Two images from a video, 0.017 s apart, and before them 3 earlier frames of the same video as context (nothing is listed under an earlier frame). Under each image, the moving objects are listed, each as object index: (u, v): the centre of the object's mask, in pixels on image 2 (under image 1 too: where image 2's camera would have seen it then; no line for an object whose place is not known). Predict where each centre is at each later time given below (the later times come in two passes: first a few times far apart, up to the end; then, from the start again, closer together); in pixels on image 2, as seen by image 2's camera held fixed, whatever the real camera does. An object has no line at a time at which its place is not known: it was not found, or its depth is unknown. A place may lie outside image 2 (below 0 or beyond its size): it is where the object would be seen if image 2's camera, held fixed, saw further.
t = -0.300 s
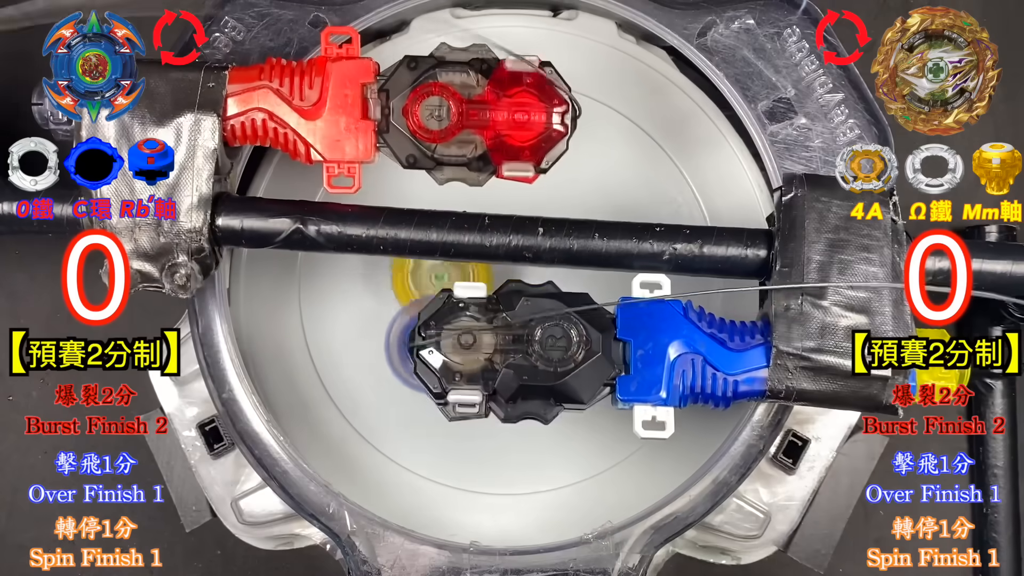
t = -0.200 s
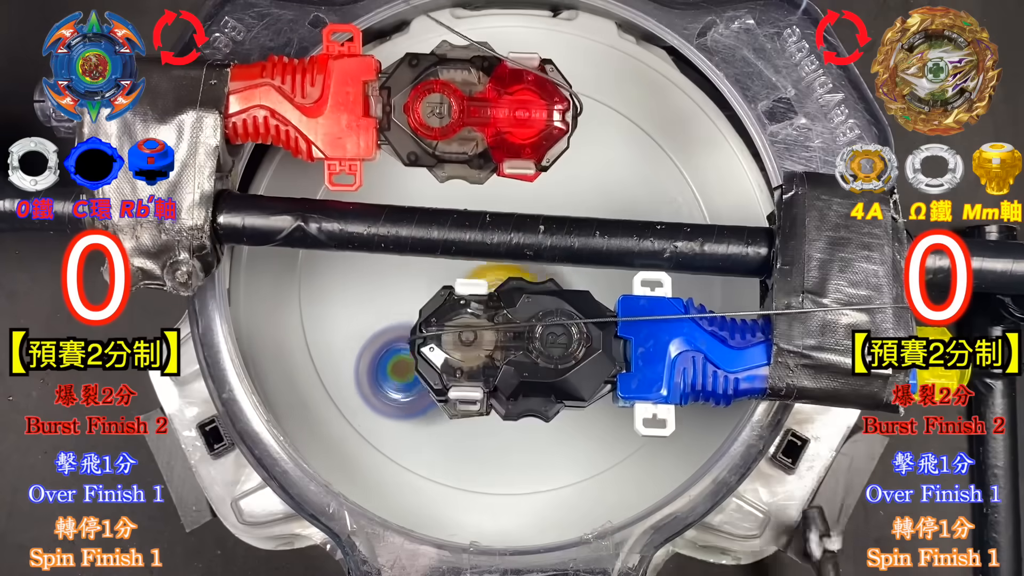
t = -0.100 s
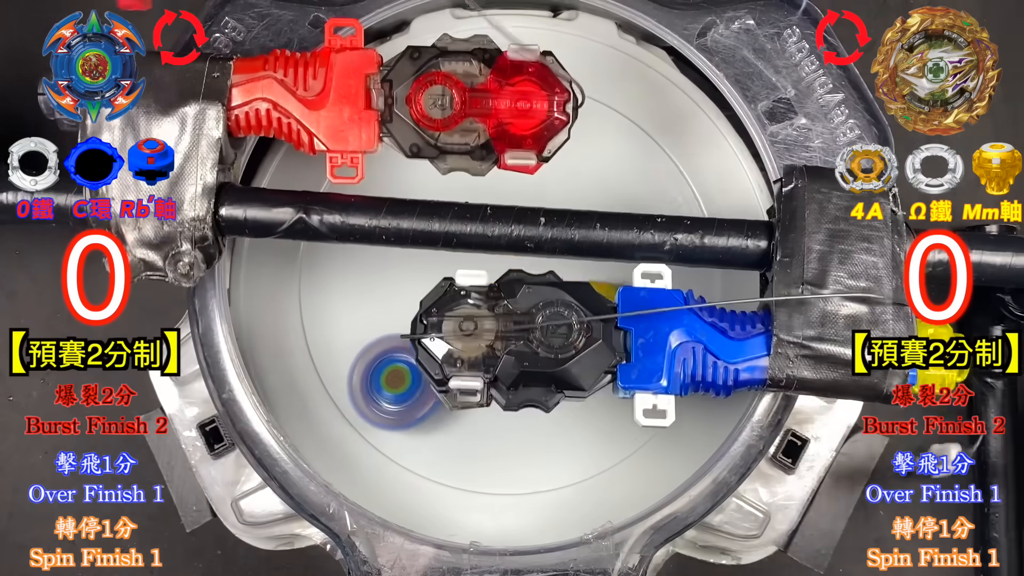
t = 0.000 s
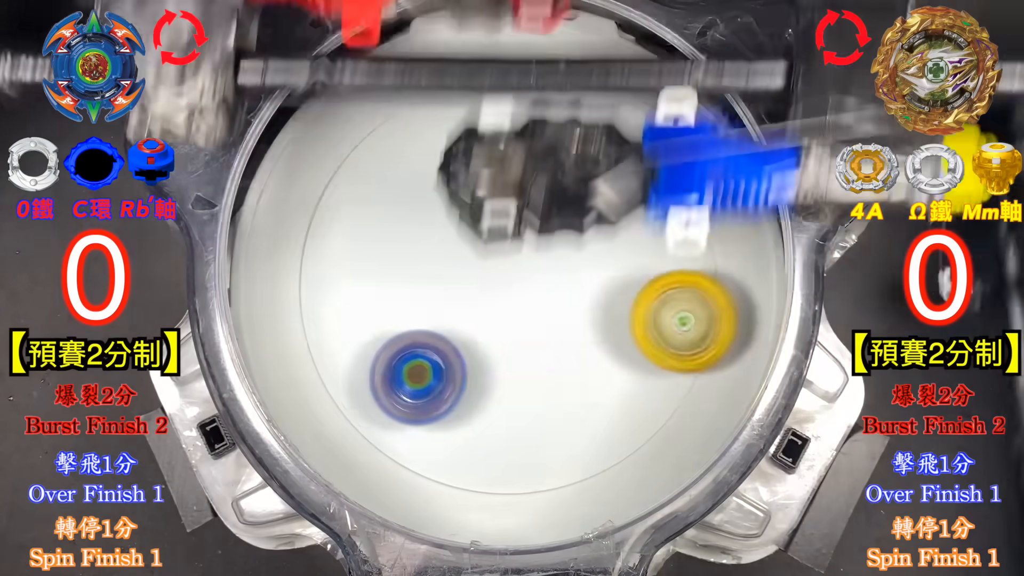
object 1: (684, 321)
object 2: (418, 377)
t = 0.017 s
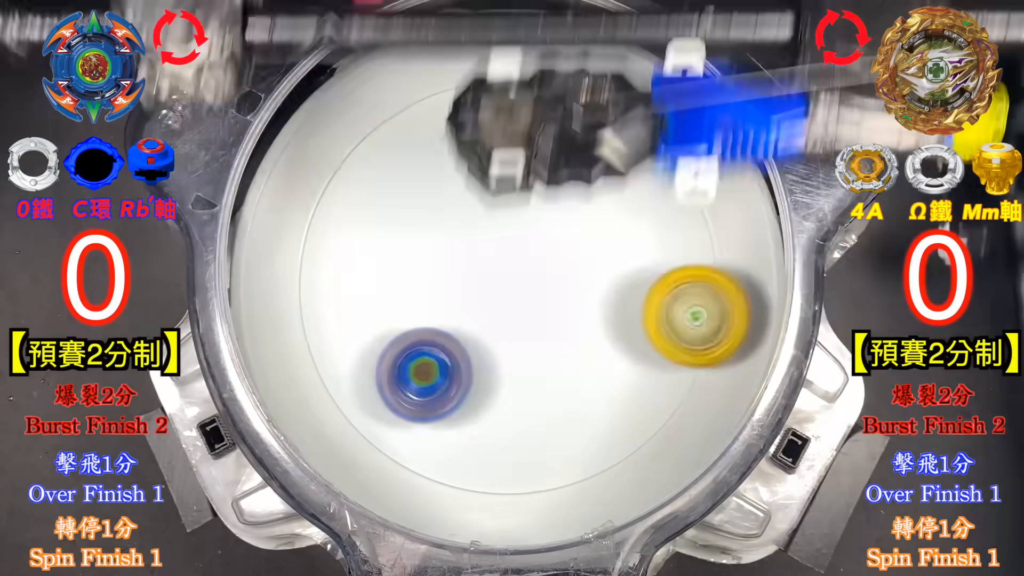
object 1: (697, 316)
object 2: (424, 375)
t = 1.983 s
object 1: (249, 211)
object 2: (443, 251)
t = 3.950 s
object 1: (373, 413)
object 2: (506, 287)
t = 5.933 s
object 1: (582, 394)
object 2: (533, 308)
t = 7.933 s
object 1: (513, 218)
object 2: (598, 302)
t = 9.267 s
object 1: (425, 199)
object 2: (538, 266)
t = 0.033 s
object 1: (706, 310)
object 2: (430, 372)
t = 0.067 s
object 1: (704, 293)
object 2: (444, 366)
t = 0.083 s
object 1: (700, 285)
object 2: (451, 363)
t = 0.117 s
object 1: (687, 267)
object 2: (466, 357)
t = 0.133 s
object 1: (678, 258)
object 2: (474, 354)
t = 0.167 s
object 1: (658, 240)
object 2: (488, 346)
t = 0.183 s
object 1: (647, 230)
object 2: (494, 341)
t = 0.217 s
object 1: (624, 210)
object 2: (505, 333)
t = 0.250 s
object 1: (599, 191)
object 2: (516, 323)
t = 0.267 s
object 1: (586, 183)
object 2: (519, 317)
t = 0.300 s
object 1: (560, 170)
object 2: (524, 305)
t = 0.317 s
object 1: (547, 166)
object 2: (526, 300)
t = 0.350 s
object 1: (520, 162)
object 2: (530, 288)
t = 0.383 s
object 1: (493, 166)
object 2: (530, 276)
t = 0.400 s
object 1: (481, 170)
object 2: (530, 271)
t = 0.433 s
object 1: (459, 184)
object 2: (528, 258)
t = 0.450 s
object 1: (449, 193)
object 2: (527, 252)
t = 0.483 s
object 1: (430, 212)
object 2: (524, 245)
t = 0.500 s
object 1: (421, 223)
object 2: (524, 241)
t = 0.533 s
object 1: (408, 248)
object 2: (519, 235)
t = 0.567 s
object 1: (401, 277)
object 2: (513, 230)
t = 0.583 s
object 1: (399, 292)
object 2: (509, 227)
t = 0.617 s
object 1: (400, 322)
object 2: (500, 225)
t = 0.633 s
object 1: (403, 339)
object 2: (497, 224)
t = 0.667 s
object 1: (413, 370)
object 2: (486, 224)
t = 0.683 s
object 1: (421, 386)
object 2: (482, 225)
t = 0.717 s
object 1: (441, 414)
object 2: (473, 227)
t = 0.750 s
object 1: (466, 438)
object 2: (465, 232)
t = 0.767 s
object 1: (481, 449)
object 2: (461, 235)
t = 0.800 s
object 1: (515, 466)
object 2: (454, 241)
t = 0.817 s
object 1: (533, 472)
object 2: (450, 243)
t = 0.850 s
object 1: (569, 476)
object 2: (442, 251)
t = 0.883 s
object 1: (602, 459)
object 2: (436, 258)
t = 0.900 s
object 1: (618, 447)
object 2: (433, 263)
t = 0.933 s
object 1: (644, 415)
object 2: (428, 269)
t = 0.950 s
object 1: (657, 398)
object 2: (425, 275)
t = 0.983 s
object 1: (681, 358)
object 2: (424, 281)
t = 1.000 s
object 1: (692, 337)
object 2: (423, 286)
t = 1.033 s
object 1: (703, 291)
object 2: (423, 292)
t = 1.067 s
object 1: (693, 241)
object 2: (427, 300)
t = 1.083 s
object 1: (684, 217)
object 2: (429, 302)
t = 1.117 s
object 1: (660, 170)
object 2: (436, 306)
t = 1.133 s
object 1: (645, 149)
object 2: (439, 307)
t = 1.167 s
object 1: (608, 114)
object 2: (449, 309)
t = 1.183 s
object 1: (584, 102)
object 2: (453, 310)
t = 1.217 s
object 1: (534, 91)
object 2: (464, 306)
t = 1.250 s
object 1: (481, 88)
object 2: (477, 302)
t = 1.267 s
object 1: (455, 92)
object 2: (483, 299)
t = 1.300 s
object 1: (405, 106)
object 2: (497, 291)
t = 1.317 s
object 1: (382, 121)
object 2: (503, 287)
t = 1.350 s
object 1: (345, 159)
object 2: (513, 275)
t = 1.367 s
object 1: (329, 183)
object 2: (520, 269)
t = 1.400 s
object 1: (305, 236)
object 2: (528, 258)
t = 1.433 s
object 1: (299, 297)
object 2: (534, 247)
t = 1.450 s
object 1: (304, 328)
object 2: (538, 240)
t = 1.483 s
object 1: (331, 390)
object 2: (541, 228)
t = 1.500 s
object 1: (352, 417)
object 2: (541, 221)
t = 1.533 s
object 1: (409, 463)
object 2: (541, 210)
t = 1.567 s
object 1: (481, 482)
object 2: (539, 202)
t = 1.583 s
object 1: (522, 479)
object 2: (536, 199)
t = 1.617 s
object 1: (598, 455)
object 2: (530, 192)
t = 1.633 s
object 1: (632, 431)
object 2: (528, 190)
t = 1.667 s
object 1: (682, 363)
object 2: (519, 186)
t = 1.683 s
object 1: (696, 324)
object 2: (513, 183)
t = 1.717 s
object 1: (698, 237)
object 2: (502, 182)
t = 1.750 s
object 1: (660, 161)
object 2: (490, 184)
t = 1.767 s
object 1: (633, 126)
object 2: (484, 187)
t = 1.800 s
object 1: (576, 63)
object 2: (472, 192)
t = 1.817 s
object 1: (542, 43)
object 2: (467, 193)
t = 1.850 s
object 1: (466, 58)
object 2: (458, 202)
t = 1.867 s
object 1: (428, 71)
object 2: (453, 209)
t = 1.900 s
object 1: (354, 102)
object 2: (447, 221)
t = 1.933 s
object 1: (291, 146)
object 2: (442, 232)
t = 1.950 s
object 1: (256, 164)
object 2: (442, 237)
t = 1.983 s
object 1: (249, 211)
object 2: (443, 251)
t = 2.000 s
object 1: (274, 222)
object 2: (444, 260)
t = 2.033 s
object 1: (332, 244)
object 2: (450, 274)
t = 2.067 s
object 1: (380, 260)
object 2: (473, 294)
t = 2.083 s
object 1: (390, 263)
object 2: (497, 310)
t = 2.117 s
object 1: (415, 270)
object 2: (549, 338)
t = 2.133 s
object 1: (426, 275)
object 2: (573, 348)
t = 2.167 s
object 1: (453, 286)
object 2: (621, 370)
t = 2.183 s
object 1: (465, 293)
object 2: (645, 378)
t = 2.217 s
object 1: (492, 306)
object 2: (687, 389)
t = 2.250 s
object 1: (516, 319)
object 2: (708, 388)
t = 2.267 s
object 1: (529, 327)
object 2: (715, 383)
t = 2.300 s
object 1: (551, 339)
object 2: (720, 375)
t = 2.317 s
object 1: (562, 346)
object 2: (720, 368)
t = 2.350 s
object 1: (582, 358)
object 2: (717, 354)
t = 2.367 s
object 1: (591, 363)
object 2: (716, 347)
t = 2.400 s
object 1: (606, 370)
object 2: (702, 328)
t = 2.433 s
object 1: (602, 376)
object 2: (704, 305)
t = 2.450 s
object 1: (597, 378)
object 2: (703, 290)
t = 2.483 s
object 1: (587, 376)
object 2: (703, 266)
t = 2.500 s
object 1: (583, 375)
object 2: (699, 253)
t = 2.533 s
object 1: (573, 369)
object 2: (693, 230)
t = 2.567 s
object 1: (563, 363)
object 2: (680, 206)
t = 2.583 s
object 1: (558, 358)
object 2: (674, 197)
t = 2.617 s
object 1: (549, 351)
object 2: (656, 179)
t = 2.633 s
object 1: (543, 348)
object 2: (648, 171)
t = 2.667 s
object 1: (533, 339)
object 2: (626, 158)
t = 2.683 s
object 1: (529, 336)
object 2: (616, 152)
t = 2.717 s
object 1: (518, 329)
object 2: (593, 146)
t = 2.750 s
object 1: (509, 323)
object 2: (568, 144)
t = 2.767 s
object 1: (503, 322)
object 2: (553, 148)
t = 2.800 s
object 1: (493, 318)
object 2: (525, 156)
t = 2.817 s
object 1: (488, 317)
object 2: (512, 164)
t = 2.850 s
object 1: (478, 317)
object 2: (484, 182)
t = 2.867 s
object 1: (473, 318)
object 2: (474, 192)
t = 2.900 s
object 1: (465, 321)
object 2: (452, 218)
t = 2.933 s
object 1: (460, 335)
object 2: (437, 233)
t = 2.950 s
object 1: (459, 346)
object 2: (429, 239)
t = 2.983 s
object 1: (458, 367)
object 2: (416, 250)
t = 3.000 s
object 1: (460, 375)
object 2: (413, 257)
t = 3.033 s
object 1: (465, 391)
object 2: (407, 274)
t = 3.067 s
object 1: (471, 403)
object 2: (408, 290)
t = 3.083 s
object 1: (477, 407)
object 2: (408, 301)
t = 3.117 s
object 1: (490, 412)
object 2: (413, 318)
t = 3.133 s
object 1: (496, 413)
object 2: (419, 326)
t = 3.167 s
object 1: (510, 407)
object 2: (431, 345)
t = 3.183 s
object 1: (521, 408)
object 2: (433, 348)
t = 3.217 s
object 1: (555, 413)
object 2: (427, 340)
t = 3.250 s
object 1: (585, 412)
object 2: (424, 335)
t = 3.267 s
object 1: (599, 408)
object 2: (423, 332)
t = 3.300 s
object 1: (623, 396)
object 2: (425, 325)
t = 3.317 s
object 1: (634, 388)
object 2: (428, 323)
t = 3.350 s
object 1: (648, 367)
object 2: (431, 319)
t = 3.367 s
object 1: (653, 354)
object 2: (433, 317)
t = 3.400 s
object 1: (657, 326)
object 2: (441, 313)
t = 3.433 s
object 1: (651, 295)
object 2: (449, 313)
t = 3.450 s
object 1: (645, 280)
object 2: (451, 312)
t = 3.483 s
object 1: (628, 251)
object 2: (459, 311)
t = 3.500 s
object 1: (615, 238)
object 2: (463, 311)
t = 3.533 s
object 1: (584, 213)
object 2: (471, 314)
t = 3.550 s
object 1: (567, 202)
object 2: (473, 315)
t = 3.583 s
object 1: (531, 186)
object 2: (478, 316)
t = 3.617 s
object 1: (492, 178)
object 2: (484, 317)
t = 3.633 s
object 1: (471, 177)
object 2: (487, 319)
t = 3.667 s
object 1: (432, 179)
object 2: (489, 321)
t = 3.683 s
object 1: (413, 183)
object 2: (491, 321)
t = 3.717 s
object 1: (378, 195)
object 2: (495, 320)
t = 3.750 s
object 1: (345, 215)
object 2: (500, 319)
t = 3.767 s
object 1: (331, 227)
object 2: (501, 318)
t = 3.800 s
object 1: (307, 255)
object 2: (503, 314)
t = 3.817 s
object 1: (301, 272)
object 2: (504, 311)
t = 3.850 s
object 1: (306, 310)
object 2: (506, 304)
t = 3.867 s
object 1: (314, 329)
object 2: (508, 301)
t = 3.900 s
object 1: (334, 366)
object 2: (508, 297)
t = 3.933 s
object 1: (358, 399)
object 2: (507, 291)
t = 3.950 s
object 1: (373, 413)
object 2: (506, 287)
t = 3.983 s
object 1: (406, 435)
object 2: (505, 281)
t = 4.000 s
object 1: (423, 444)
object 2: (505, 278)
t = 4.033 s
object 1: (461, 453)
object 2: (504, 274)
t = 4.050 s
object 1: (480, 455)
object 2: (502, 273)
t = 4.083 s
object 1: (520, 451)
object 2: (499, 268)
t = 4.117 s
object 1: (560, 436)
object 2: (496, 263)
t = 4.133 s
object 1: (578, 426)
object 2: (495, 261)
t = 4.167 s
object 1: (609, 400)
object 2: (494, 259)
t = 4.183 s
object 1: (623, 385)
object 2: (493, 258)
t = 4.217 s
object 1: (643, 352)
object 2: (489, 257)
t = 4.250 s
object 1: (655, 315)
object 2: (485, 256)
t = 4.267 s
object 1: (657, 297)
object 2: (483, 255)
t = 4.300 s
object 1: (654, 259)
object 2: (481, 254)
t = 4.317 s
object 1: (649, 240)
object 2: (481, 254)
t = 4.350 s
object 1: (632, 204)
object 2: (480, 255)
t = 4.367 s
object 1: (621, 187)
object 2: (480, 256)
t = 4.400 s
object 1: (592, 154)
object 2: (479, 258)
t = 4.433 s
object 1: (559, 129)
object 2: (477, 259)
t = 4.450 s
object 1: (540, 119)
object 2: (477, 260)
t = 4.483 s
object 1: (499, 104)
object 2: (477, 261)
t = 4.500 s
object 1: (478, 99)
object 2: (477, 261)
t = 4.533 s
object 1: (434, 97)
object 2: (478, 262)
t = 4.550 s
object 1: (414, 100)
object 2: (479, 263)
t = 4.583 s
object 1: (379, 123)
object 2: (481, 265)
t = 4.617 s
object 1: (352, 159)
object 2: (484, 268)
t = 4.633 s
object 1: (342, 182)
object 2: (485, 269)
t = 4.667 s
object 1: (325, 229)
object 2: (487, 270)
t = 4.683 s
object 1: (319, 253)
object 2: (489, 270)
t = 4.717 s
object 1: (315, 300)
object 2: (492, 270)
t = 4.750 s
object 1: (319, 343)
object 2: (496, 269)
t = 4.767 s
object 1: (326, 363)
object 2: (499, 269)
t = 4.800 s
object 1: (353, 398)
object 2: (504, 268)
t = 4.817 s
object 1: (370, 413)
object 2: (506, 268)
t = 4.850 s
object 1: (406, 435)
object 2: (511, 267)
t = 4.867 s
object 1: (426, 443)
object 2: (514, 267)
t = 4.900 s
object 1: (468, 450)
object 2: (518, 266)
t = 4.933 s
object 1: (510, 447)
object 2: (522, 264)
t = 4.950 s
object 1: (531, 442)
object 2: (524, 264)
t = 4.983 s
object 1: (569, 424)
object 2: (526, 262)
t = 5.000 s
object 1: (586, 413)
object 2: (527, 262)
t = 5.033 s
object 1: (616, 383)
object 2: (528, 259)
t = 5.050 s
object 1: (629, 366)
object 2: (528, 259)
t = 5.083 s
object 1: (650, 330)
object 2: (528, 258)
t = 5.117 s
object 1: (662, 292)
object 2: (528, 256)
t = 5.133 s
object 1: (665, 273)
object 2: (528, 256)
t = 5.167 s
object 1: (663, 236)
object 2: (527, 255)
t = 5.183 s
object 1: (659, 218)
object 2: (526, 255)
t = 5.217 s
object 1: (643, 185)
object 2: (526, 254)
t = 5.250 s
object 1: (622, 156)
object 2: (525, 254)
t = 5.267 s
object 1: (610, 143)
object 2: (525, 254)
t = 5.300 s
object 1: (581, 122)
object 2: (524, 255)
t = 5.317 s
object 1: (565, 115)
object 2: (523, 255)
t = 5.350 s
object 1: (533, 105)
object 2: (523, 256)
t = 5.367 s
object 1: (516, 103)
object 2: (522, 257)
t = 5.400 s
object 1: (483, 107)
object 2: (521, 258)
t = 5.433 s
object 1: (453, 117)
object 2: (520, 260)
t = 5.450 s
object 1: (440, 125)
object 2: (520, 261)
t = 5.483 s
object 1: (417, 144)
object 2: (518, 263)
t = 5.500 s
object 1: (407, 156)
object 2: (518, 265)
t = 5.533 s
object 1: (391, 184)
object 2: (517, 268)
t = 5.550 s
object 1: (386, 199)
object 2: (517, 270)
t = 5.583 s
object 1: (378, 233)
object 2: (518, 275)
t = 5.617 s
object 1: (377, 267)
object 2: (518, 279)
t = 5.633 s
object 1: (378, 285)
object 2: (518, 282)
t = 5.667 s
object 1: (386, 318)
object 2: (519, 286)
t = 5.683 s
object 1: (392, 334)
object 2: (520, 288)
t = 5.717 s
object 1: (408, 361)
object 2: (521, 292)
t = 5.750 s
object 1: (427, 385)
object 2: (522, 296)
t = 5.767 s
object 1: (440, 393)
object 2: (523, 298)
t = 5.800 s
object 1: (465, 408)
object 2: (524, 301)
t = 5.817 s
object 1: (479, 411)
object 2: (525, 302)
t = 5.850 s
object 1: (509, 415)
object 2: (527, 305)
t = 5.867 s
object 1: (524, 415)
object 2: (528, 306)
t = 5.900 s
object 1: (554, 407)
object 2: (531, 307)
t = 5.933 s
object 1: (582, 394)
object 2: (533, 308)
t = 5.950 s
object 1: (595, 387)
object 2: (534, 308)
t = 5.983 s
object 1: (616, 367)
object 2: (535, 307)
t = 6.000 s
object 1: (623, 355)
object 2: (535, 307)
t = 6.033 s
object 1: (635, 332)
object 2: (536, 306)
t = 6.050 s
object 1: (639, 321)
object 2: (537, 306)
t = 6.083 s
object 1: (642, 297)
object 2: (537, 305)
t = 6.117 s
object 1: (640, 276)
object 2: (536, 304)
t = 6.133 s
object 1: (637, 267)
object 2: (536, 304)
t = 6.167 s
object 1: (625, 248)
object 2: (535, 303)
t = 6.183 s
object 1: (617, 240)
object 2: (535, 302)
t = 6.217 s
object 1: (598, 223)
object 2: (534, 302)
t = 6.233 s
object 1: (589, 214)
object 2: (534, 301)
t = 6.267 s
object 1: (571, 200)
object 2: (534, 300)
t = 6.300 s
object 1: (549, 190)
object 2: (533, 299)
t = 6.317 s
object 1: (537, 186)
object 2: (532, 297)
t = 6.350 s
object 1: (514, 186)
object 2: (530, 295)
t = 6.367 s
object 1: (502, 189)
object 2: (529, 293)
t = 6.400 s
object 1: (480, 199)
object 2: (525, 291)
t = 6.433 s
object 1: (461, 214)
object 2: (522, 289)
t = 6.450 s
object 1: (451, 221)
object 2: (521, 292)
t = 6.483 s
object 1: (434, 235)
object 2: (521, 297)
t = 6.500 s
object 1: (427, 243)
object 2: (520, 299)
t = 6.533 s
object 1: (418, 263)
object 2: (519, 300)
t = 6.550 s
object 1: (415, 273)
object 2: (518, 300)
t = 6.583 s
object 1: (412, 295)
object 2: (516, 300)
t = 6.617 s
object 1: (415, 317)
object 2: (513, 301)
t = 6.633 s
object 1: (419, 327)
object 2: (512, 301)
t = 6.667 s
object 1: (423, 346)
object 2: (514, 302)
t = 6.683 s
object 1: (426, 355)
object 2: (516, 303)
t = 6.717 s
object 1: (436, 372)
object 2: (517, 304)
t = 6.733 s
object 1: (442, 380)
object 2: (518, 304)
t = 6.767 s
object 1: (458, 393)
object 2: (518, 303)
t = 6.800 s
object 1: (476, 401)
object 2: (517, 303)
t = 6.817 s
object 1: (486, 405)
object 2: (517, 303)
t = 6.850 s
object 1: (505, 408)
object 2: (517, 304)
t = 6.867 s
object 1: (515, 407)
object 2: (518, 304)
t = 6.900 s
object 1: (532, 403)
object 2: (519, 303)
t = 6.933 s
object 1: (548, 395)
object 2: (518, 302)
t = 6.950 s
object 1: (556, 390)
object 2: (518, 301)
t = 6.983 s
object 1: (570, 379)
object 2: (517, 299)
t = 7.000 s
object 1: (576, 373)
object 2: (517, 298)
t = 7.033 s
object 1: (583, 361)
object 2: (516, 294)
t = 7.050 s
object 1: (588, 353)
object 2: (515, 291)
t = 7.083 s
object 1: (595, 337)
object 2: (511, 285)
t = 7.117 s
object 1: (598, 317)
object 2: (508, 280)
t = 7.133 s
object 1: (600, 307)
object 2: (507, 278)
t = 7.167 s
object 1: (600, 284)
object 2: (504, 272)
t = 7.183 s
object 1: (598, 273)
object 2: (500, 269)
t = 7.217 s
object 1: (590, 254)
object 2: (492, 265)
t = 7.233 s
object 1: (585, 246)
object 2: (489, 264)
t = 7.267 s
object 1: (576, 229)
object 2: (474, 264)
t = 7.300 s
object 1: (565, 218)
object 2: (458, 266)
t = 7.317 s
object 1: (558, 215)
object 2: (450, 269)
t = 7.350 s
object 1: (543, 210)
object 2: (439, 277)
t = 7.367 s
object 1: (533, 209)
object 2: (436, 281)
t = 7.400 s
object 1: (512, 210)
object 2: (429, 290)
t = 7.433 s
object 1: (495, 212)
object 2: (426, 302)
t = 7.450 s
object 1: (488, 214)
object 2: (427, 309)
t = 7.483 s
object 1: (476, 222)
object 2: (433, 319)
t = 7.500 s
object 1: (471, 227)
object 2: (436, 324)
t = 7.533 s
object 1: (466, 231)
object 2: (440, 348)
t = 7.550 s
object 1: (469, 223)
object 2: (437, 373)
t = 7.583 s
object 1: (475, 208)
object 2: (437, 420)
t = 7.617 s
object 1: (479, 200)
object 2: (440, 459)
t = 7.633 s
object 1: (483, 197)
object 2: (443, 478)
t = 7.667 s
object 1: (489, 194)
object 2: (462, 474)
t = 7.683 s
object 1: (493, 195)
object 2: (475, 468)
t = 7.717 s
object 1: (501, 199)
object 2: (500, 454)
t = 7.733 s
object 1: (502, 201)
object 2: (511, 443)
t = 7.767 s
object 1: (505, 208)
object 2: (534, 424)
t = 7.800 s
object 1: (505, 212)
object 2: (556, 399)
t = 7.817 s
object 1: (505, 214)
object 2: (564, 388)
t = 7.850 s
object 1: (507, 217)
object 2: (581, 364)
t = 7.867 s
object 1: (507, 219)
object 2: (589, 351)
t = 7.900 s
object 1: (511, 220)
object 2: (595, 326)
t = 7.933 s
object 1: (513, 218)
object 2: (598, 302)
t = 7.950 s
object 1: (515, 218)
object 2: (596, 290)
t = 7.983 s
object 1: (516, 209)
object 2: (592, 273)
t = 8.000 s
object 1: (513, 201)
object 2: (595, 270)
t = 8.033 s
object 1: (508, 189)
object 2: (592, 266)
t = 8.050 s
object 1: (505, 185)
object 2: (588, 265)
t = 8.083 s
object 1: (502, 182)
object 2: (578, 260)
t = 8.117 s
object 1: (501, 183)
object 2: (561, 258)
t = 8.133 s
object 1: (501, 182)
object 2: (551, 259)
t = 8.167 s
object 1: (502, 175)
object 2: (527, 268)
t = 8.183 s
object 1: (500, 174)
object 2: (513, 272)
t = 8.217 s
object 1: (498, 169)
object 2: (486, 285)
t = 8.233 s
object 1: (496, 169)
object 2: (472, 290)
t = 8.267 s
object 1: (491, 169)
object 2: (447, 306)
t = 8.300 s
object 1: (484, 172)
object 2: (424, 323)
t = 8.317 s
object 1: (480, 174)
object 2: (415, 332)
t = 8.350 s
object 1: (470, 179)
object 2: (398, 350)
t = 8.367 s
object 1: (465, 181)
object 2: (393, 360)
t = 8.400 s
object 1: (454, 189)
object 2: (384, 379)
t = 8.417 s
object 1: (450, 194)
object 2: (382, 389)
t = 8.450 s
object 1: (443, 207)
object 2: (381, 407)
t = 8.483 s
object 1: (439, 219)
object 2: (387, 424)
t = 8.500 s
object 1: (437, 226)
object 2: (393, 433)
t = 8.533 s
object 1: (437, 238)
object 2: (408, 446)
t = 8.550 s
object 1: (437, 244)
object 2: (419, 453)
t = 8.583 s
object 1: (440, 255)
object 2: (445, 457)
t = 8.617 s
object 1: (445, 264)
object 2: (476, 451)
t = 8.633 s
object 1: (448, 267)
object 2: (489, 446)
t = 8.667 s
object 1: (457, 272)
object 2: (518, 428)
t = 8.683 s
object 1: (463, 273)
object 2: (530, 417)
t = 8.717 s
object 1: (480, 277)
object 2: (551, 389)
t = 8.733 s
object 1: (490, 277)
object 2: (560, 374)
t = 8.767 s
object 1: (505, 266)
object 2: (580, 358)
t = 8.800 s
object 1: (498, 222)
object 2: (625, 380)
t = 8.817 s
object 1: (495, 201)
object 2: (645, 389)
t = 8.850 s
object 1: (488, 166)
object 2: (682, 402)
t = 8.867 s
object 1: (485, 150)
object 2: (685, 400)
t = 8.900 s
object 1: (478, 125)
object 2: (691, 390)
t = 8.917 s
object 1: (473, 116)
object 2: (693, 385)
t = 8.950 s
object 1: (465, 104)
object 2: (691, 371)
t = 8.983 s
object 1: (456, 99)
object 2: (684, 354)
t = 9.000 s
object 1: (449, 100)
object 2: (682, 346)
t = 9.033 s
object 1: (437, 103)
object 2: (671, 329)
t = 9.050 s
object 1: (432, 108)
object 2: (665, 319)
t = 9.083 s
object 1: (419, 116)
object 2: (653, 302)
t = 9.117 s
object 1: (410, 126)
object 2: (639, 286)
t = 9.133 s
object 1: (409, 133)
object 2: (630, 278)
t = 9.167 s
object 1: (408, 148)
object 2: (611, 267)
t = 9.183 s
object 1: (409, 155)
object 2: (599, 265)
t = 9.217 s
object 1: (414, 173)
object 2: (574, 261)
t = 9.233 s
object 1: (416, 181)
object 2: (563, 261)
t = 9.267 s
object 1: (425, 199)
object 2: (538, 266)
